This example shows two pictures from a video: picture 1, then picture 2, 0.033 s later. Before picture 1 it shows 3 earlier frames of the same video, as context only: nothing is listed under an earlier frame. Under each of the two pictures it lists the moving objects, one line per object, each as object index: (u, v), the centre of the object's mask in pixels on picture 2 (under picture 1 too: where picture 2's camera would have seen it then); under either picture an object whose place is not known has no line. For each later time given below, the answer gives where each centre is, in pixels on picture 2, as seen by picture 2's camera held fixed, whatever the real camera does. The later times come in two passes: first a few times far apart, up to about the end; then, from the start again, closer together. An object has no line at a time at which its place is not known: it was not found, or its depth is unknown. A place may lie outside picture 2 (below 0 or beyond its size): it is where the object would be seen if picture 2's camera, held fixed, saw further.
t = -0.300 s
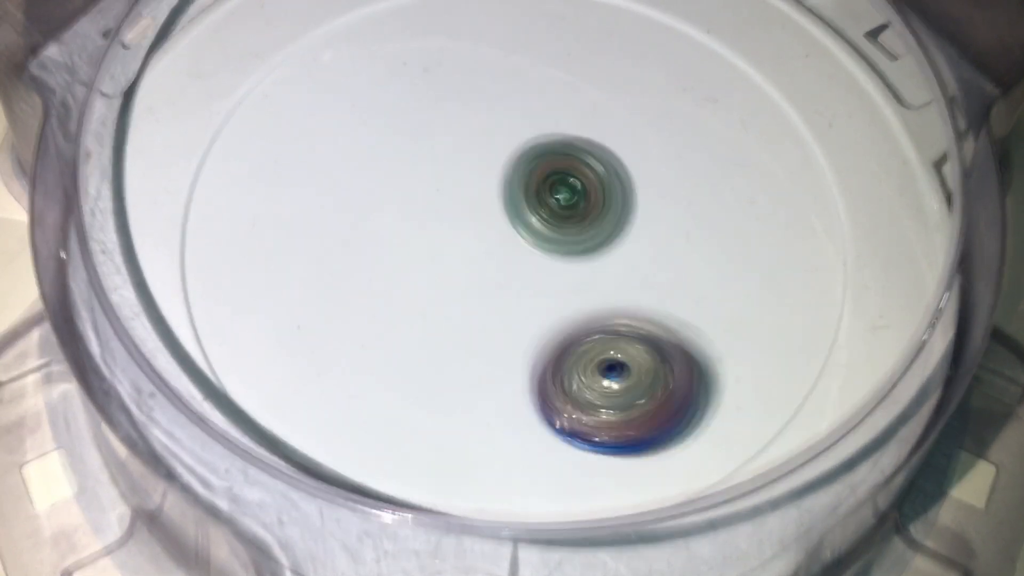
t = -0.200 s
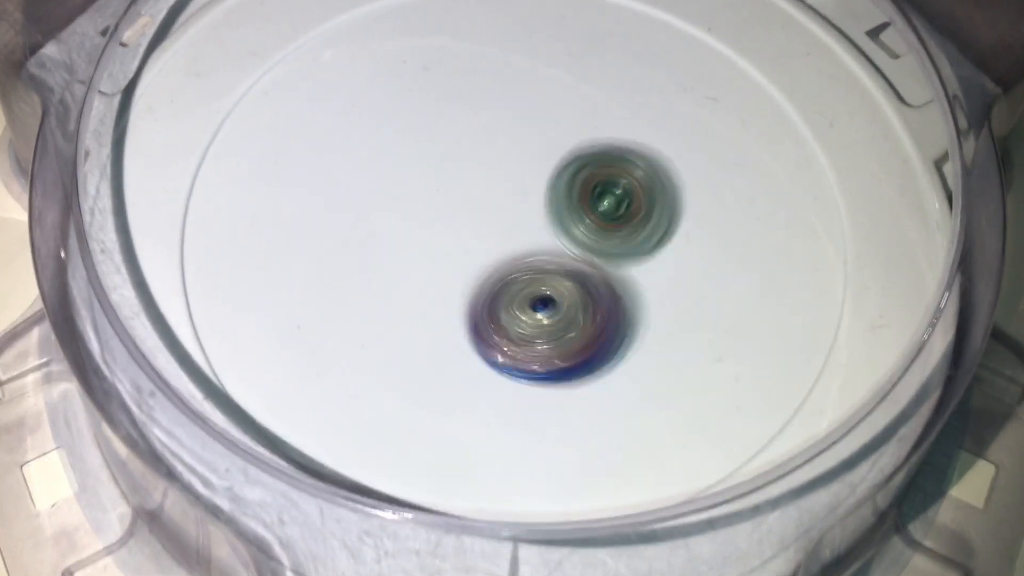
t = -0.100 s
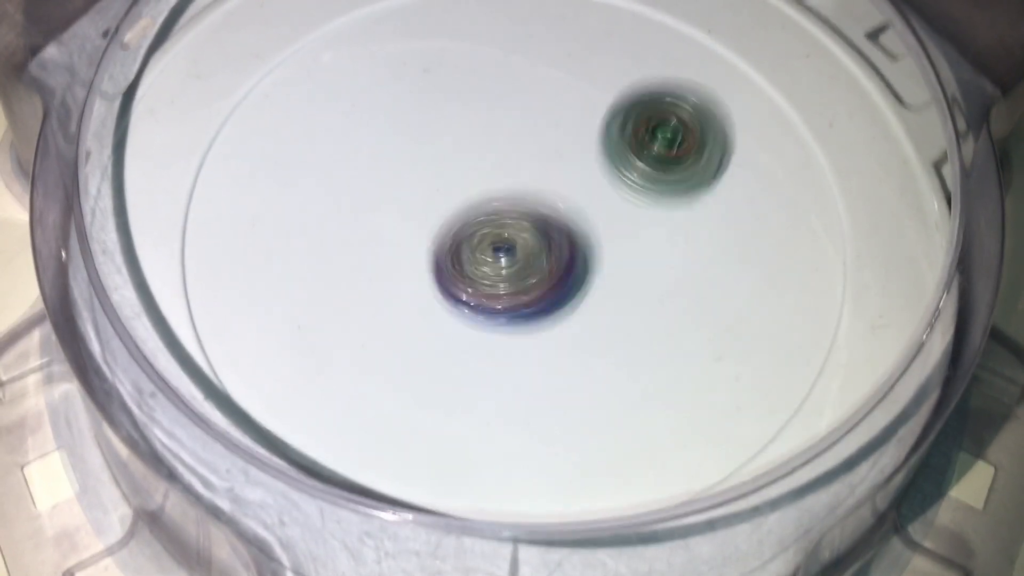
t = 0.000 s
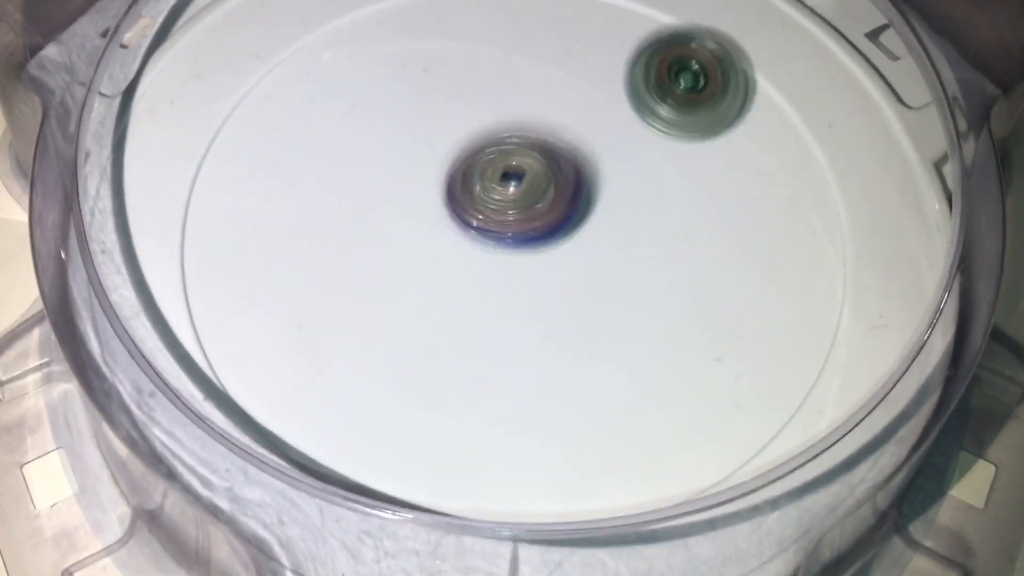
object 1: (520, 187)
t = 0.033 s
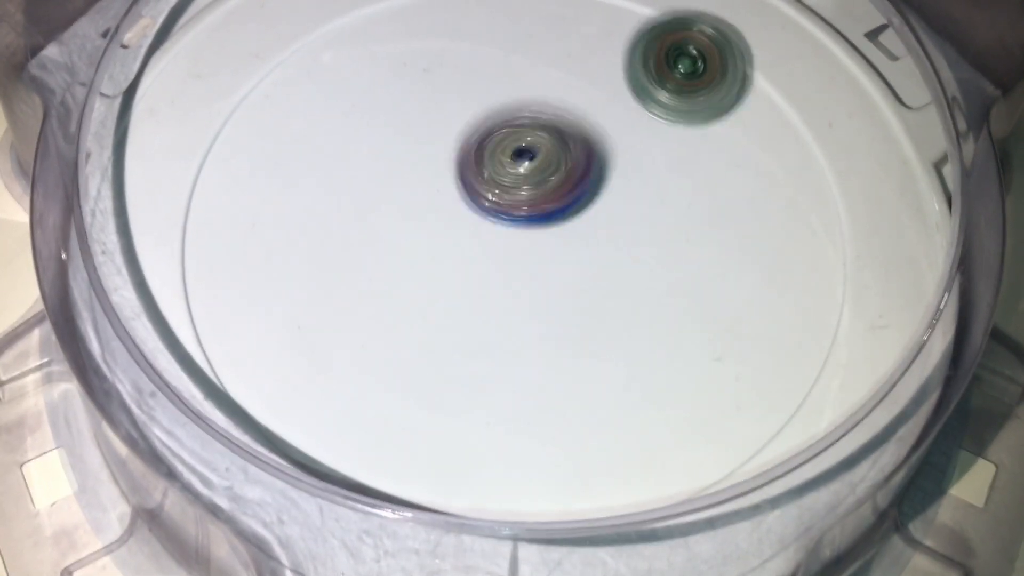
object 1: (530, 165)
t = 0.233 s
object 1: (573, 128)
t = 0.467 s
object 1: (503, 221)
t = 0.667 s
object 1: (350, 192)
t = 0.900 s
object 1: (456, 110)
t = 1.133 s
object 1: (545, 235)
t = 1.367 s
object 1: (388, 195)
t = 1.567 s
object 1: (479, 122)
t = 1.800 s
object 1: (599, 249)
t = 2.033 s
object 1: (483, 361)
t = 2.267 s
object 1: (522, 466)
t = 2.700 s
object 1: (612, 221)
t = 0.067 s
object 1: (543, 145)
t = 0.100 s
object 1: (561, 128)
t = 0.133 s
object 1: (571, 120)
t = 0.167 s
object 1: (570, 125)
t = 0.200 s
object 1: (569, 126)
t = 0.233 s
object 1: (573, 128)
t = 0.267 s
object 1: (575, 131)
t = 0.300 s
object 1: (577, 136)
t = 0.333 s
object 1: (574, 147)
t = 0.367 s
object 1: (565, 170)
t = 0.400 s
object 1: (550, 190)
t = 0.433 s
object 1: (529, 208)
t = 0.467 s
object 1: (503, 221)
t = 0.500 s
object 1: (477, 229)
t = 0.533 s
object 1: (447, 234)
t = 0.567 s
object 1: (418, 231)
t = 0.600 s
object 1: (390, 224)
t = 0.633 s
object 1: (367, 209)
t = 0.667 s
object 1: (350, 192)
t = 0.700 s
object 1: (341, 172)
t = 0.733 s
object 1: (341, 149)
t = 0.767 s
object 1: (349, 130)
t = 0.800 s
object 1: (368, 115)
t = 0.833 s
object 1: (393, 106)
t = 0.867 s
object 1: (423, 105)
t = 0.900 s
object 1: (456, 110)
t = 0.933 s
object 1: (486, 122)
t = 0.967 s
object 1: (515, 140)
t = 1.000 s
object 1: (539, 161)
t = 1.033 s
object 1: (559, 186)
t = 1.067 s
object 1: (573, 212)
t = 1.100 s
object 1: (566, 226)
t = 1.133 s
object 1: (545, 235)
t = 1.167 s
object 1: (519, 244)
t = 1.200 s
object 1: (492, 250)
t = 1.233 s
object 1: (464, 249)
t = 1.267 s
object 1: (438, 242)
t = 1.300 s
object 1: (415, 230)
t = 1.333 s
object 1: (399, 215)
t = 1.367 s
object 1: (388, 195)
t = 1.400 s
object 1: (387, 176)
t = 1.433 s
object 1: (392, 157)
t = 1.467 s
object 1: (406, 141)
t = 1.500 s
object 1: (426, 129)
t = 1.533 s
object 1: (452, 122)
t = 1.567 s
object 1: (479, 122)
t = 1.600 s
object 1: (507, 129)
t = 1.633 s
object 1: (533, 140)
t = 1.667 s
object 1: (554, 155)
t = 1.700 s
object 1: (573, 174)
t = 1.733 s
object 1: (587, 197)
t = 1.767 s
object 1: (596, 222)
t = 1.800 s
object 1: (599, 249)
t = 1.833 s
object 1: (597, 273)
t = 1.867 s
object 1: (590, 296)
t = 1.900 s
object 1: (578, 318)
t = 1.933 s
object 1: (561, 336)
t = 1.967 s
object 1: (539, 352)
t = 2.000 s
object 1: (512, 358)
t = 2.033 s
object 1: (483, 361)
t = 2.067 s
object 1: (478, 377)
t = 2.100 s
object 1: (502, 408)
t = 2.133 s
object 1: (519, 431)
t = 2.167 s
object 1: (527, 447)
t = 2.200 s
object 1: (529, 455)
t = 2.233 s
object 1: (528, 461)
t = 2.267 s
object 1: (522, 466)
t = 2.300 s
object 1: (516, 468)
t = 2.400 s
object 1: (503, 453)
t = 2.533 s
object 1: (517, 340)
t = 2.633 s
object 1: (570, 261)
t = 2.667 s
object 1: (591, 241)
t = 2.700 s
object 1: (612, 221)
